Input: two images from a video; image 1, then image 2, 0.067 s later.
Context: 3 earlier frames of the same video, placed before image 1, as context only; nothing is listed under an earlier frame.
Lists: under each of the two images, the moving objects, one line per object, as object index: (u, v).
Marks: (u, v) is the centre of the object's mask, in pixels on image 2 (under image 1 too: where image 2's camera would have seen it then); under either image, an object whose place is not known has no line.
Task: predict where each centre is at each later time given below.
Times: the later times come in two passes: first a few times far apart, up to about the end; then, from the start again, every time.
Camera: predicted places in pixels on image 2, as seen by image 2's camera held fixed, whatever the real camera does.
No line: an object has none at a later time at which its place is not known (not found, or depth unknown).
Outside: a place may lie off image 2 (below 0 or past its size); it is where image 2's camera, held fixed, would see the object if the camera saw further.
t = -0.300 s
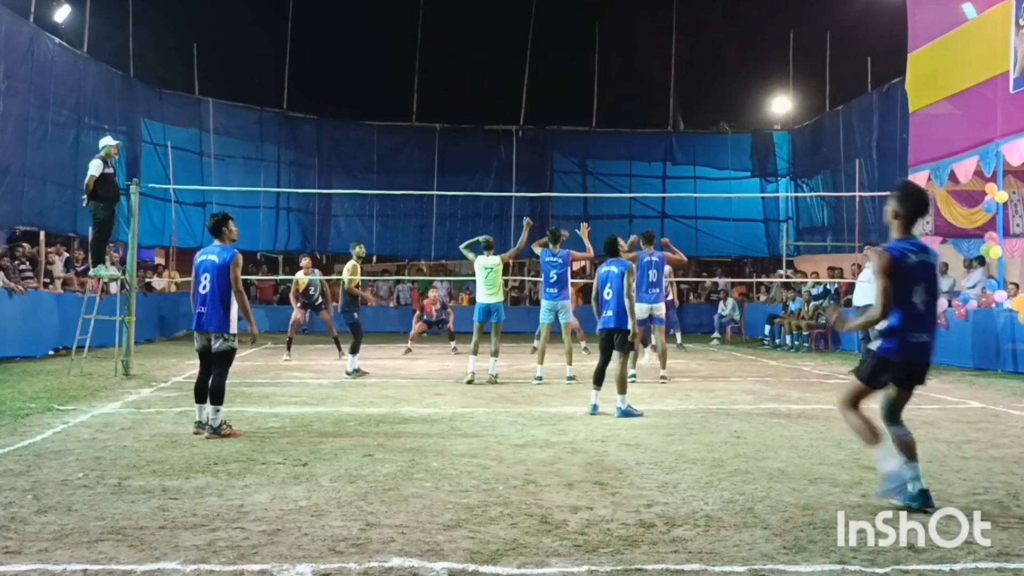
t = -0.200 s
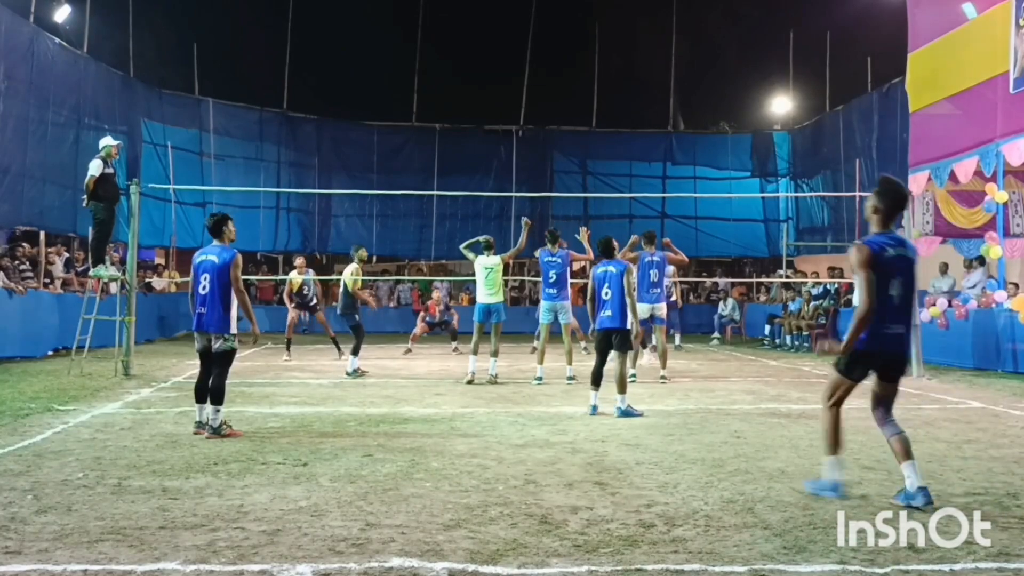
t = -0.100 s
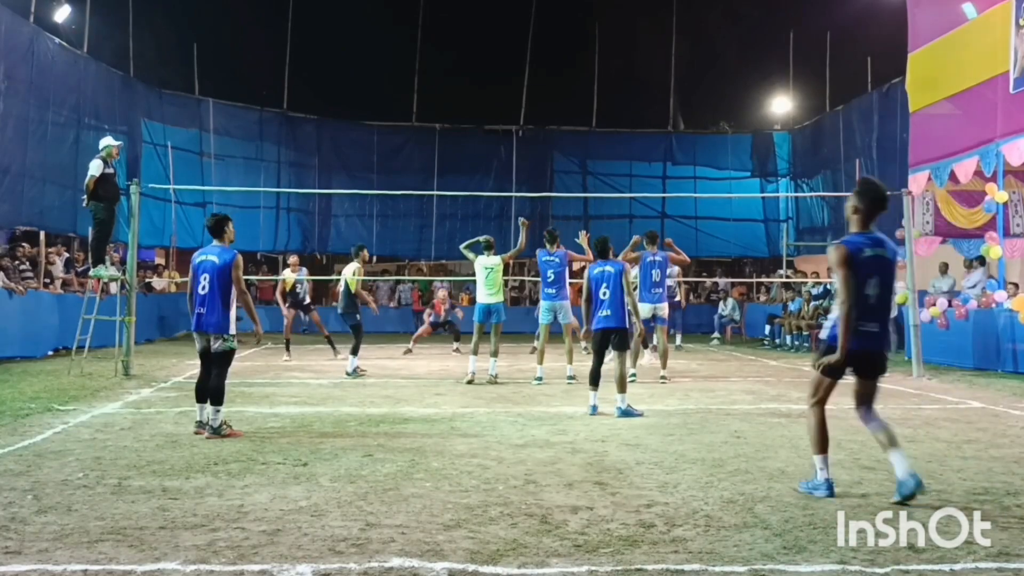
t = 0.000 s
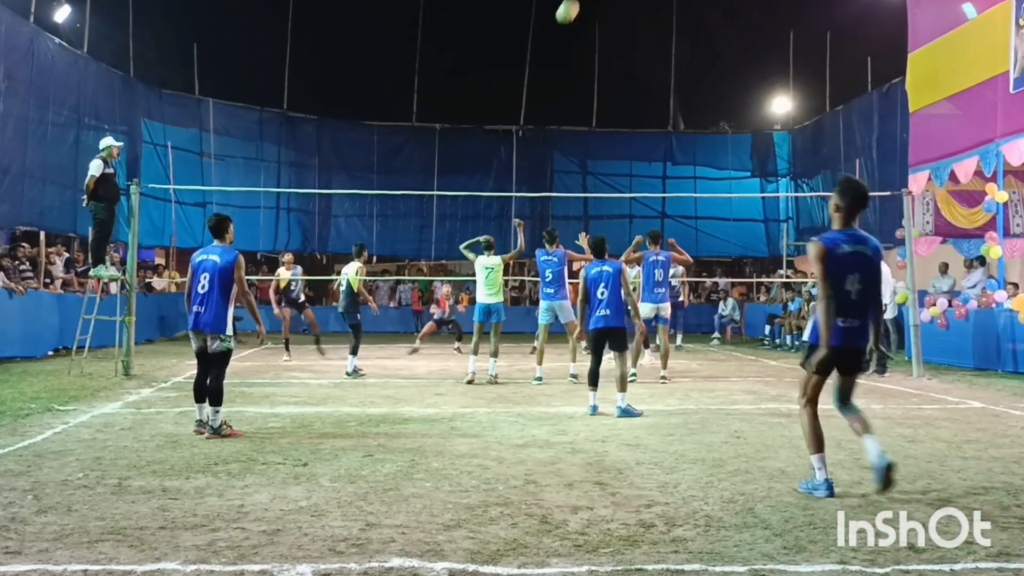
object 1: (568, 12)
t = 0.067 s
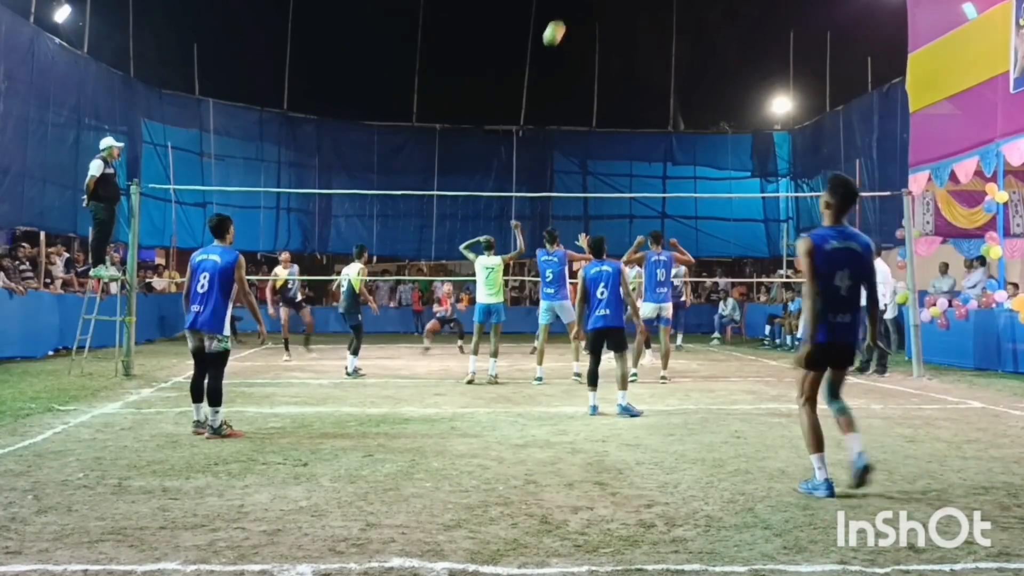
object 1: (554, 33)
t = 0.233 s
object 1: (524, 93)
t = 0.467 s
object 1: (495, 183)
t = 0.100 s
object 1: (547, 45)
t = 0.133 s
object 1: (541, 56)
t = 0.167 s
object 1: (535, 69)
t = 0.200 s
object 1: (530, 81)
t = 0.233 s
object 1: (524, 93)
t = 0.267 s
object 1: (519, 106)
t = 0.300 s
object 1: (515, 118)
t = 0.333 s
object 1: (510, 131)
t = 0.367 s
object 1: (506, 144)
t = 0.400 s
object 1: (502, 157)
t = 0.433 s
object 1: (498, 171)
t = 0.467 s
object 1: (495, 183)
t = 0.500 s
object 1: (492, 198)
